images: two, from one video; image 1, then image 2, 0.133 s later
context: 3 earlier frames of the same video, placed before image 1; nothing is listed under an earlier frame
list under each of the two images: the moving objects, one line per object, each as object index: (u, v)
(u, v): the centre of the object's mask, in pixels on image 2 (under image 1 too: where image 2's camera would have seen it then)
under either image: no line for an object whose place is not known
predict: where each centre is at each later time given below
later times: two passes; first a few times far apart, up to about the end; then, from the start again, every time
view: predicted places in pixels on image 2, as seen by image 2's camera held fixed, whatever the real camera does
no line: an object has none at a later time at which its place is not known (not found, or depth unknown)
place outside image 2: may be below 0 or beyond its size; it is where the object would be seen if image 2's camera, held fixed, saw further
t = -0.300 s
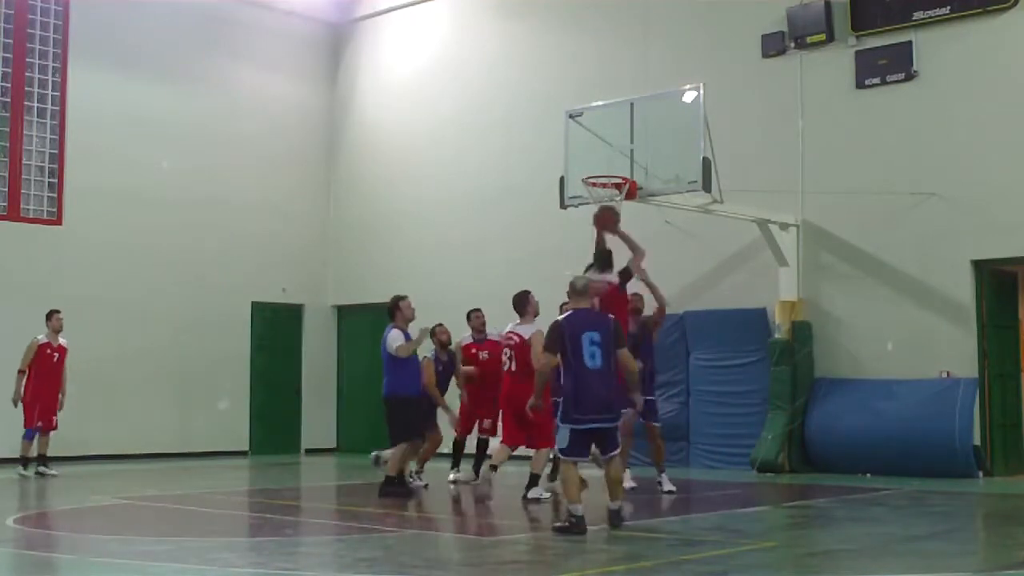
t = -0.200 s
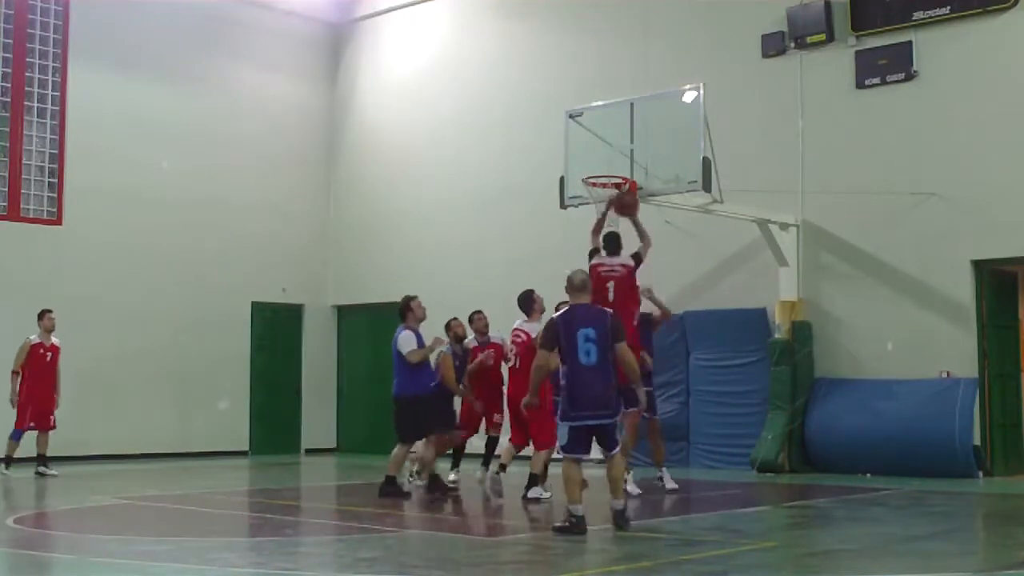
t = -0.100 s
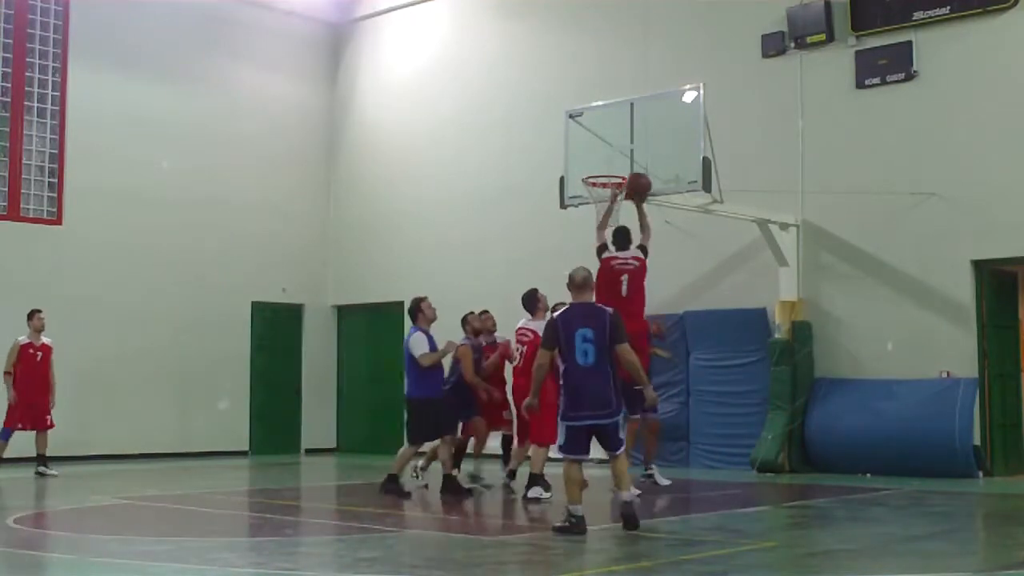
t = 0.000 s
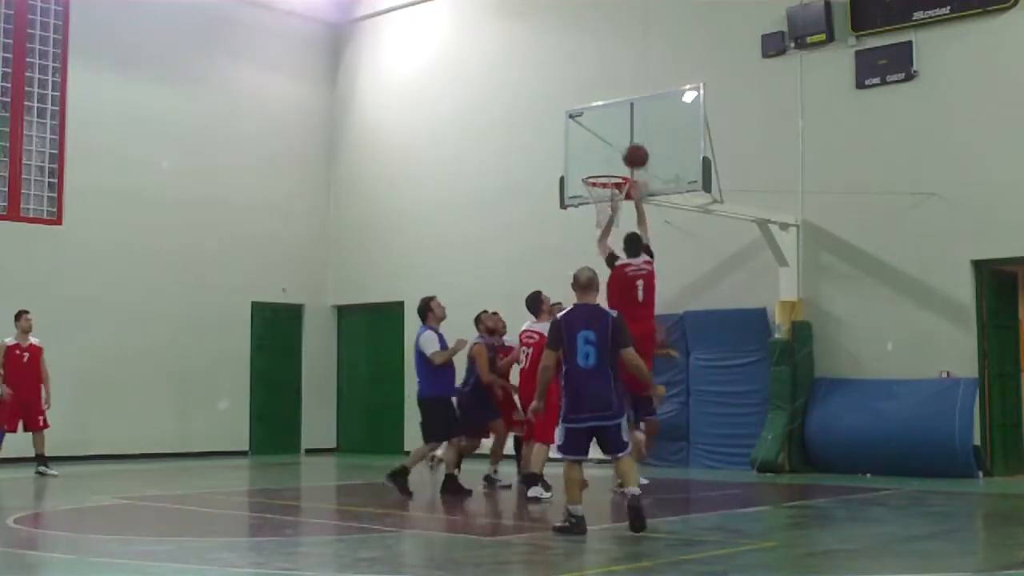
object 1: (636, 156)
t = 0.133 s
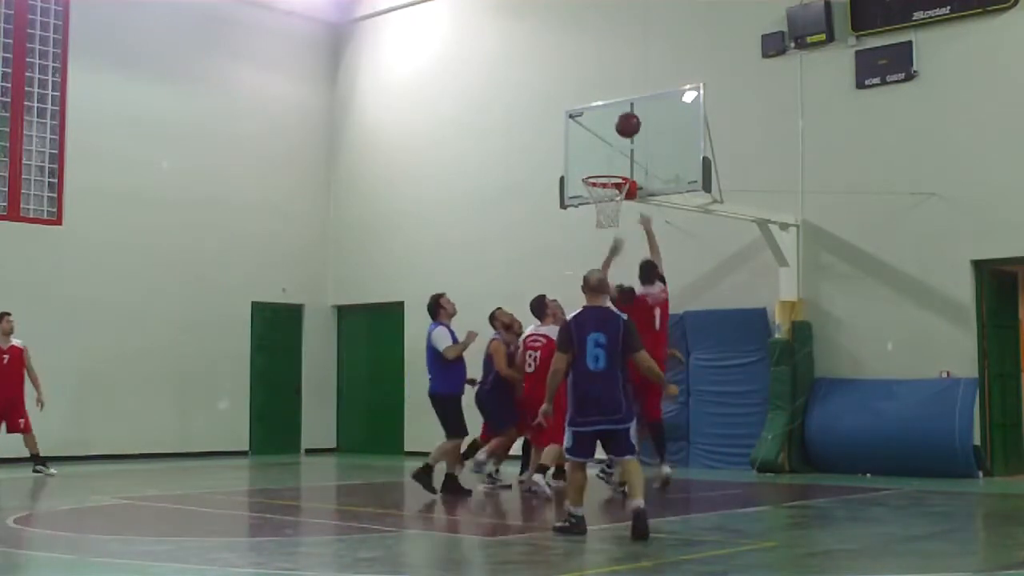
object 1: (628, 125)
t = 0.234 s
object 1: (622, 113)
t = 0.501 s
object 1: (609, 133)
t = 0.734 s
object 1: (603, 162)
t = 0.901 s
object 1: (604, 179)
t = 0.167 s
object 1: (626, 120)
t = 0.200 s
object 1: (624, 116)
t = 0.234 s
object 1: (622, 113)
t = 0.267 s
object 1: (621, 112)
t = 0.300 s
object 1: (620, 112)
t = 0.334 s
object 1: (617, 112)
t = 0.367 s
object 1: (616, 114)
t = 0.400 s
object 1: (614, 117)
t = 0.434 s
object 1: (612, 122)
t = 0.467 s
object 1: (611, 126)
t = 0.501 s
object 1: (609, 133)
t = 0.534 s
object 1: (608, 141)
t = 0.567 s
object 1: (606, 149)
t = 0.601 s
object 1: (604, 158)
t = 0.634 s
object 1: (603, 164)
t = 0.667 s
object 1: (603, 162)
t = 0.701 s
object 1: (603, 162)
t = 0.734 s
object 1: (603, 162)
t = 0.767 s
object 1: (603, 163)
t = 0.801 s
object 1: (603, 165)
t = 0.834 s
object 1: (603, 169)
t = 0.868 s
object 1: (603, 174)
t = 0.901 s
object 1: (604, 179)
